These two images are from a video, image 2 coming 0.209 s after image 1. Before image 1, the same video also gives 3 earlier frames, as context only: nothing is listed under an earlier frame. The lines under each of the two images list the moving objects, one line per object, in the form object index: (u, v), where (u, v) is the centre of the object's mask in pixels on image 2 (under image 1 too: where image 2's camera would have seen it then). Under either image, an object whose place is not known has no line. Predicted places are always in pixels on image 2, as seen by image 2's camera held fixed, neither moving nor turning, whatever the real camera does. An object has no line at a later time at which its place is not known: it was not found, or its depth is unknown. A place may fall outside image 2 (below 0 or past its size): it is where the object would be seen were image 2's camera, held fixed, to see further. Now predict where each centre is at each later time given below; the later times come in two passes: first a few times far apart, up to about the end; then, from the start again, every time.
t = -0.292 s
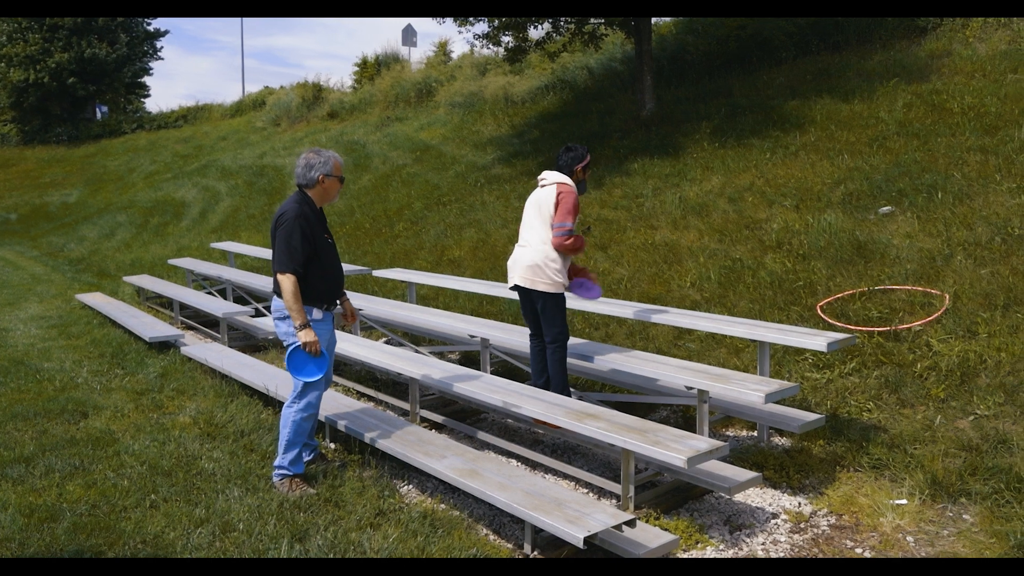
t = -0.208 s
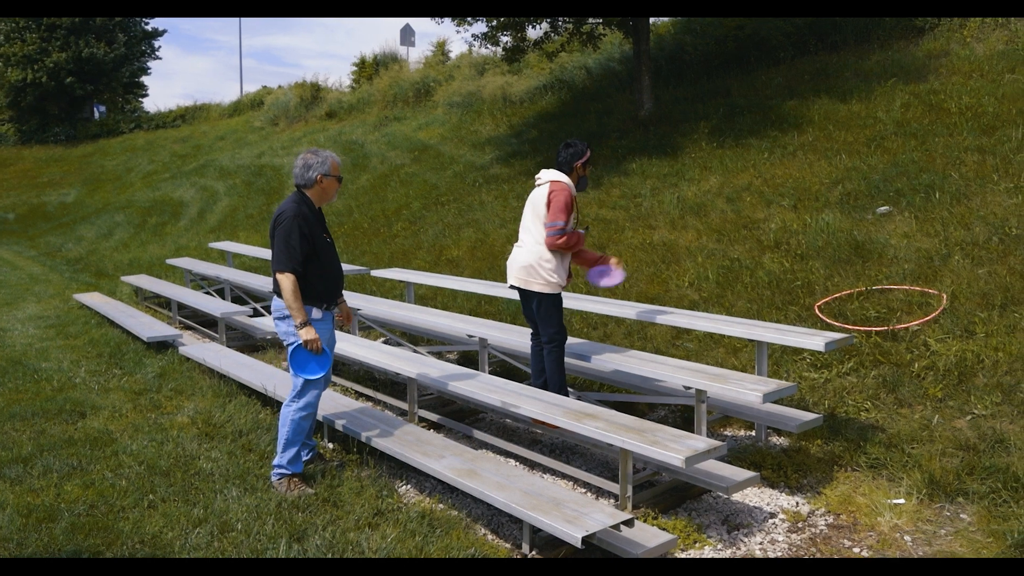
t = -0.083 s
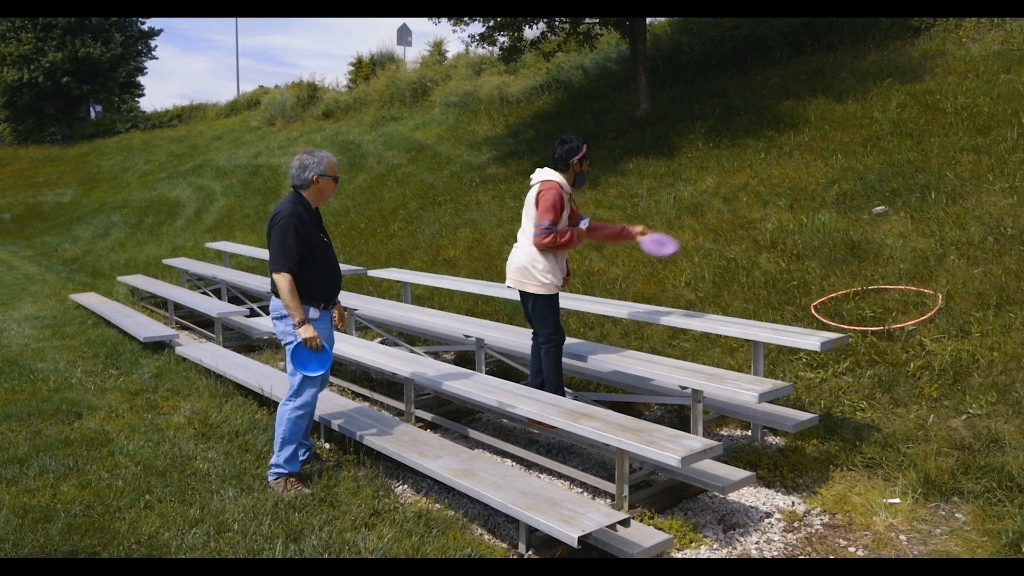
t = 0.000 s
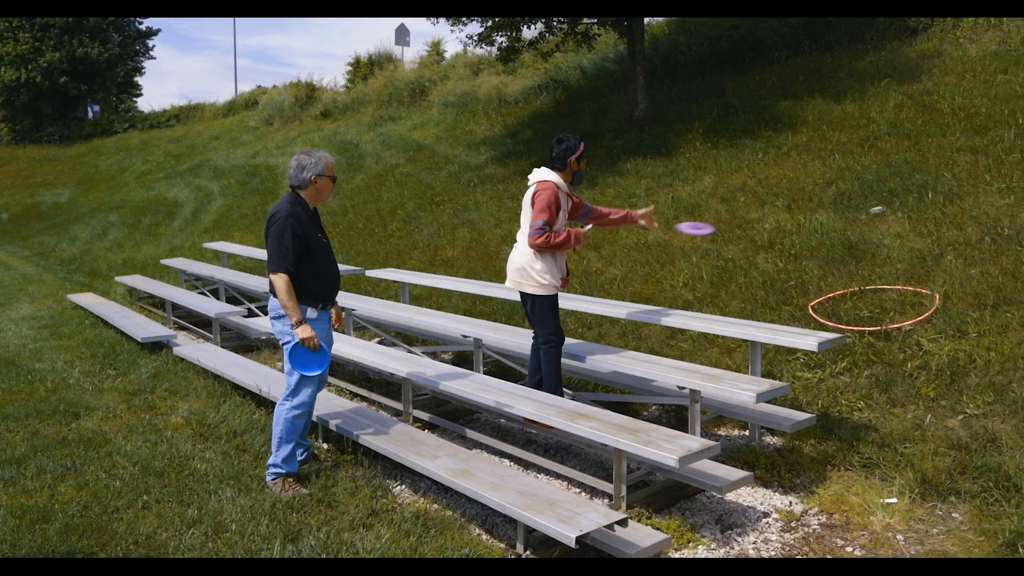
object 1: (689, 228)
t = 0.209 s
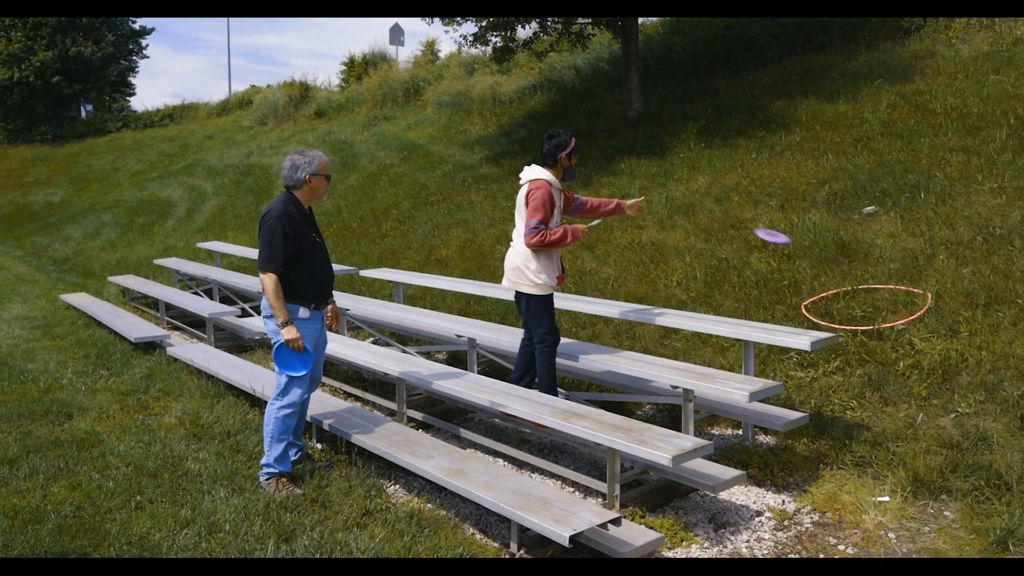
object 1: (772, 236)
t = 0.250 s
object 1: (787, 245)
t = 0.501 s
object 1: (865, 318)
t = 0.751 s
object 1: (850, 319)
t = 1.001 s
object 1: (849, 319)
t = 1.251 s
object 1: (849, 319)
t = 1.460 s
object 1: (849, 319)
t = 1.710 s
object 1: (849, 319)
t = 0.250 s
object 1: (787, 245)
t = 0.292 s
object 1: (802, 255)
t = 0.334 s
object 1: (816, 266)
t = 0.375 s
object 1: (830, 279)
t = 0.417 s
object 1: (844, 294)
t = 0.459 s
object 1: (857, 309)
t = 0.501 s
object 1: (865, 318)
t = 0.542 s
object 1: (863, 315)
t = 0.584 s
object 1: (859, 313)
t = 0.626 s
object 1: (857, 313)
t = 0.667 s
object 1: (854, 314)
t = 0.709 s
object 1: (852, 317)
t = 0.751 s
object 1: (850, 319)
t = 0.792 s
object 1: (849, 319)
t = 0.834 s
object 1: (850, 319)
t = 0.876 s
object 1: (850, 319)
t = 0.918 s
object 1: (849, 319)
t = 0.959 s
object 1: (849, 319)
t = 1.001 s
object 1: (849, 319)
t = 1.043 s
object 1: (849, 319)
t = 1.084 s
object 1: (849, 319)
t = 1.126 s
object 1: (850, 319)
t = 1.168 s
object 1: (850, 319)
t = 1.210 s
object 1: (849, 319)
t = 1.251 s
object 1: (849, 319)
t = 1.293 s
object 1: (849, 319)
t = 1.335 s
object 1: (849, 319)
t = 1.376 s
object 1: (849, 319)
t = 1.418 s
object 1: (849, 319)
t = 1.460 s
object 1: (849, 319)
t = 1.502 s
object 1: (850, 319)
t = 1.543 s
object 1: (849, 319)
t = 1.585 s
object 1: (850, 319)
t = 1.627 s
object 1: (849, 319)
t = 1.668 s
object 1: (849, 319)
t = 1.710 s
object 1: (849, 319)
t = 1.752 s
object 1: (849, 319)
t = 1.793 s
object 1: (849, 319)
